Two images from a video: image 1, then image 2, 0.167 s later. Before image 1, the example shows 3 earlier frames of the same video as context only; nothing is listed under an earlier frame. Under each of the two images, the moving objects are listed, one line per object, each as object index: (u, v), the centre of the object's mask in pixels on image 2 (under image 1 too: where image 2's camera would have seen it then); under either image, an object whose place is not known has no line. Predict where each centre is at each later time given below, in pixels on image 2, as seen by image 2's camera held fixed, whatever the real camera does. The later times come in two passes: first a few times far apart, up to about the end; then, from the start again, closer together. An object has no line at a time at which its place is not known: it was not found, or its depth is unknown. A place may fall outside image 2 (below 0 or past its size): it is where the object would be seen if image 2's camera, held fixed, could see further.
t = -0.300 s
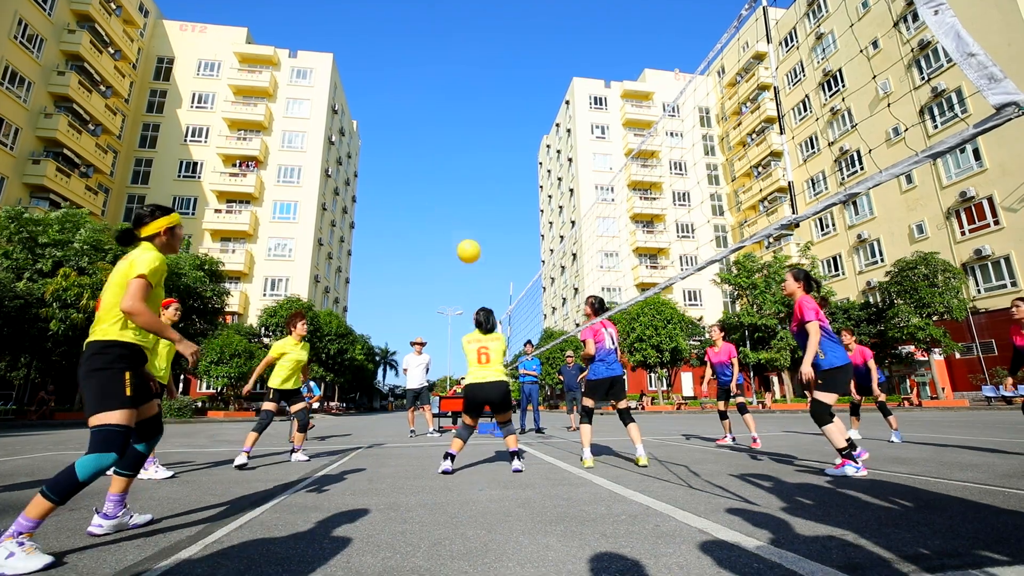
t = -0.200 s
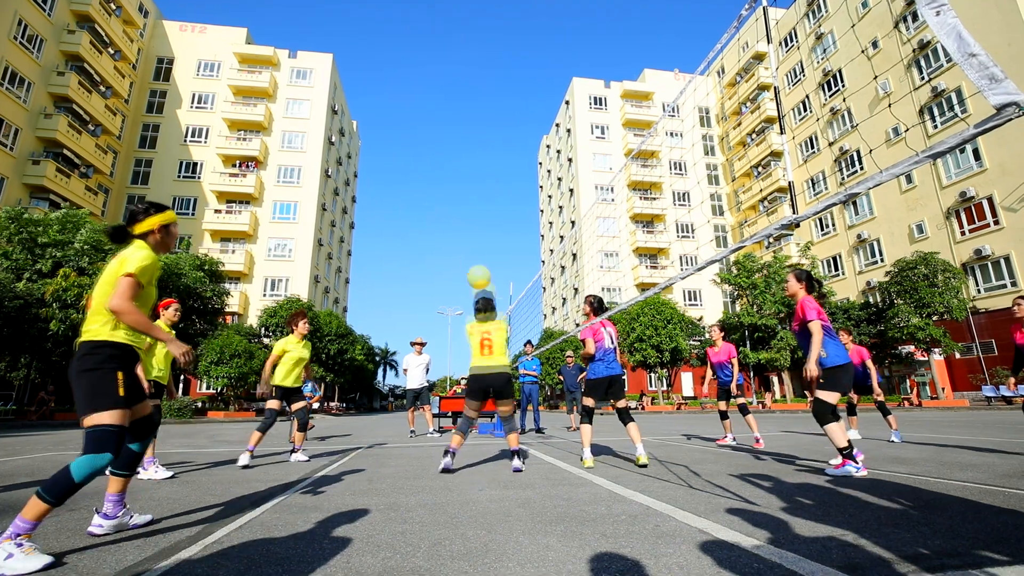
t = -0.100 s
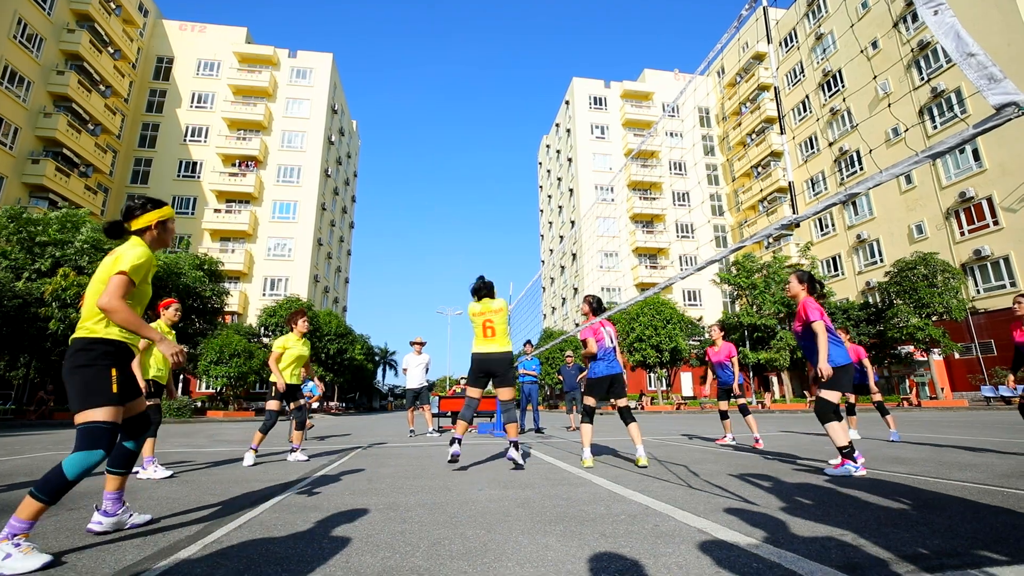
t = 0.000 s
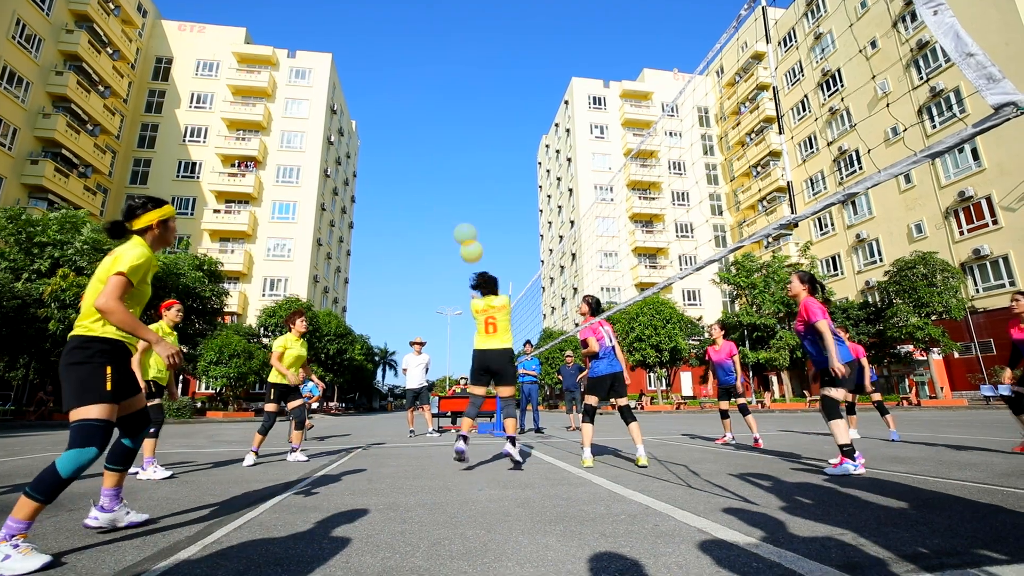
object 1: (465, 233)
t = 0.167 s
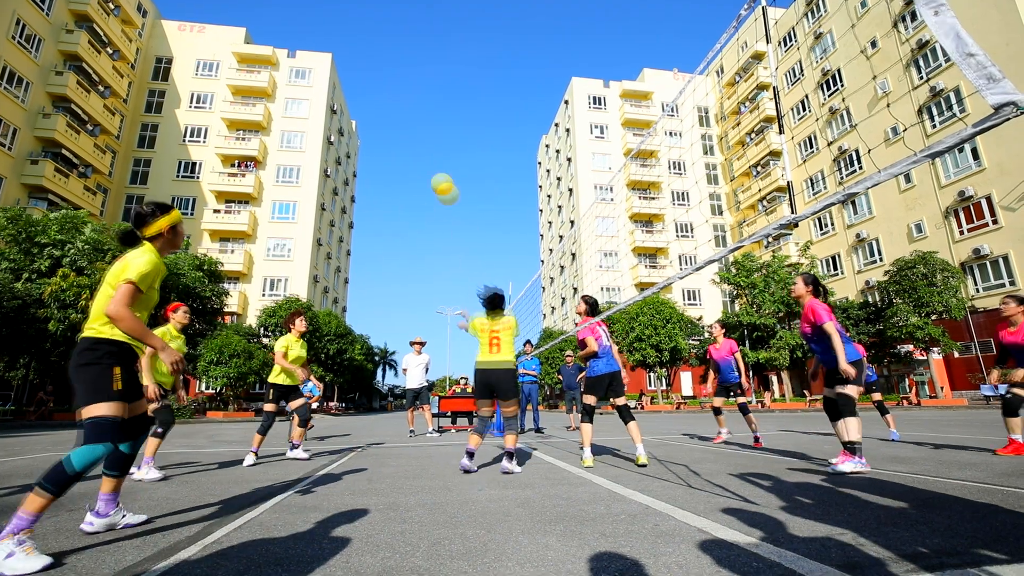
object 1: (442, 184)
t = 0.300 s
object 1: (425, 163)
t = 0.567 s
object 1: (387, 158)
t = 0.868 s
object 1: (337, 221)
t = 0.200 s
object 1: (441, 181)
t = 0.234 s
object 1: (436, 175)
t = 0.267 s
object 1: (431, 168)
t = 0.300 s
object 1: (425, 163)
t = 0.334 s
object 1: (420, 159)
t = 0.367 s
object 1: (416, 156)
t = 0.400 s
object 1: (412, 156)
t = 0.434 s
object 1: (408, 154)
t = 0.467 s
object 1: (402, 154)
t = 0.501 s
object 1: (397, 155)
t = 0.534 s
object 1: (392, 157)
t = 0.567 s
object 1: (387, 158)
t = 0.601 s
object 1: (382, 162)
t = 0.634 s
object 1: (378, 165)
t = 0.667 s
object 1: (372, 171)
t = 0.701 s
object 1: (365, 178)
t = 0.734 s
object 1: (359, 187)
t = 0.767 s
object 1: (352, 196)
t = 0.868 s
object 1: (337, 221)
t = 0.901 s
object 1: (329, 236)
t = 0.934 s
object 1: (321, 252)
